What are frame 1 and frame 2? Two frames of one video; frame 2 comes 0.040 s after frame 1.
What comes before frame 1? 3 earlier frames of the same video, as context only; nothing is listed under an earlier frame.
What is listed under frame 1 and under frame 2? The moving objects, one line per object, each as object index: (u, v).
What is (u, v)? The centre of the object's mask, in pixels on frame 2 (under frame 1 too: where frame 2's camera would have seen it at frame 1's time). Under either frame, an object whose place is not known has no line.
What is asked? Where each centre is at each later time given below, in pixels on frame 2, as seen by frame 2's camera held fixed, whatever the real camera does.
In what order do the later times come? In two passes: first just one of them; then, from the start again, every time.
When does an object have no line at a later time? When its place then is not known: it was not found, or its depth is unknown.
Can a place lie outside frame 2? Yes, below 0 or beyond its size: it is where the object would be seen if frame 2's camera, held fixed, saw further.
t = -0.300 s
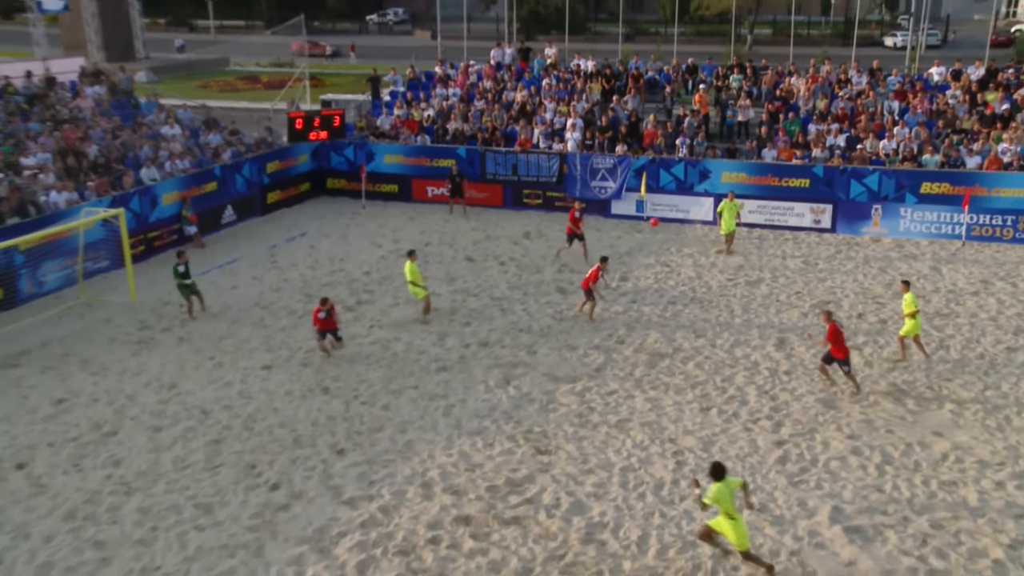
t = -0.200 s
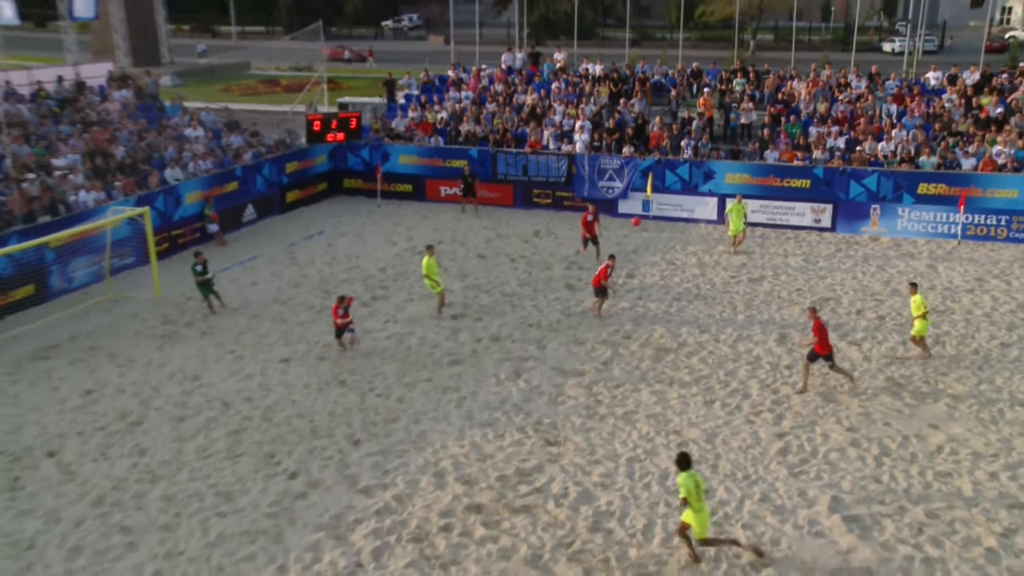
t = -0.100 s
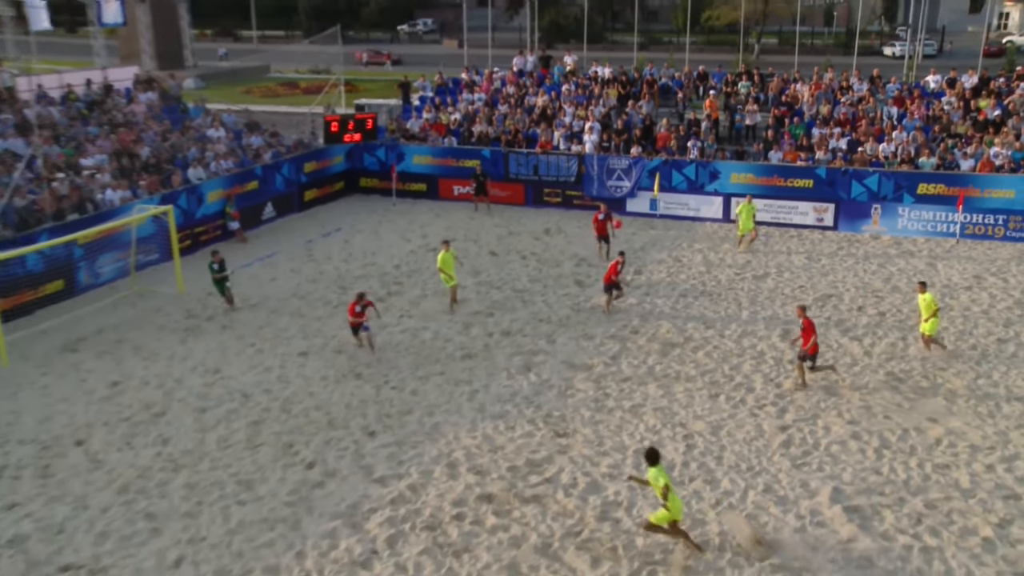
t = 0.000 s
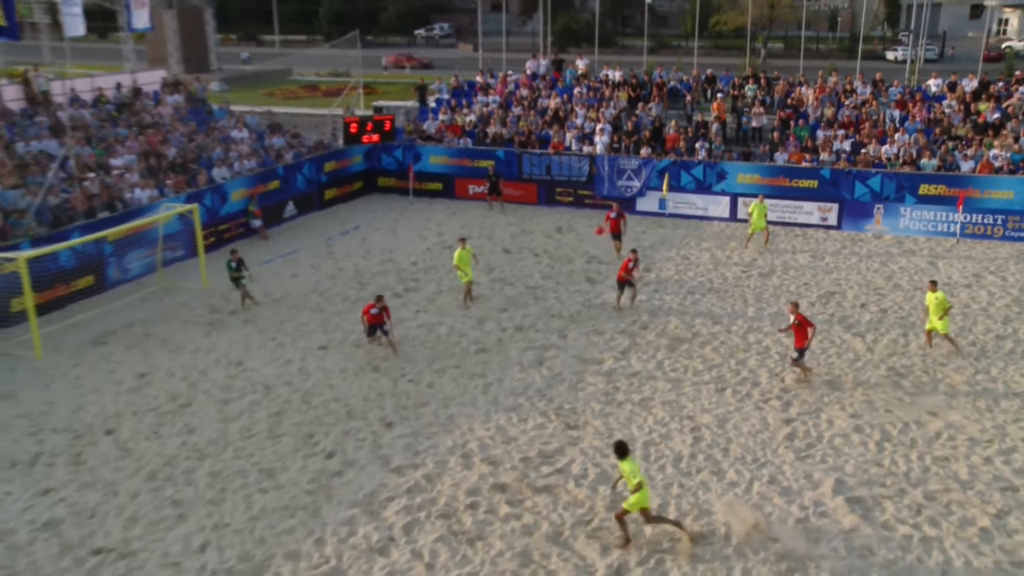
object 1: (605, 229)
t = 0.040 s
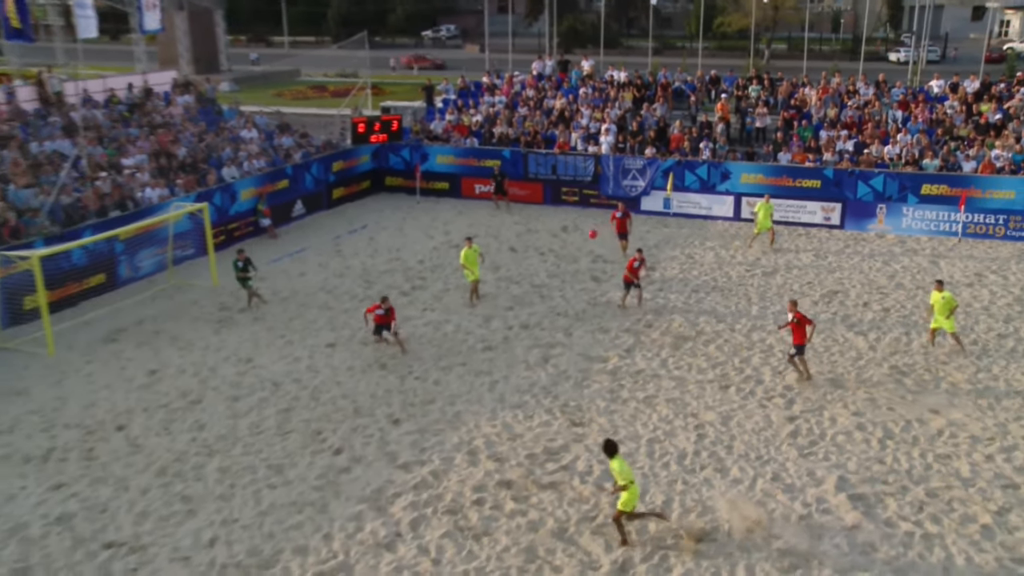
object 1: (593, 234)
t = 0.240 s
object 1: (527, 267)
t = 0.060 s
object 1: (586, 236)
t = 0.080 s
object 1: (580, 239)
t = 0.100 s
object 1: (573, 242)
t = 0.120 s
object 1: (567, 245)
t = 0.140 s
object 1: (560, 249)
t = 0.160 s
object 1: (554, 252)
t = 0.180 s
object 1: (547, 255)
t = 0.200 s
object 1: (541, 259)
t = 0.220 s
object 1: (533, 263)
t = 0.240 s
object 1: (527, 267)
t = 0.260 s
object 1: (519, 272)
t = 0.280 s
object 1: (511, 276)
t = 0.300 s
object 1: (504, 281)
